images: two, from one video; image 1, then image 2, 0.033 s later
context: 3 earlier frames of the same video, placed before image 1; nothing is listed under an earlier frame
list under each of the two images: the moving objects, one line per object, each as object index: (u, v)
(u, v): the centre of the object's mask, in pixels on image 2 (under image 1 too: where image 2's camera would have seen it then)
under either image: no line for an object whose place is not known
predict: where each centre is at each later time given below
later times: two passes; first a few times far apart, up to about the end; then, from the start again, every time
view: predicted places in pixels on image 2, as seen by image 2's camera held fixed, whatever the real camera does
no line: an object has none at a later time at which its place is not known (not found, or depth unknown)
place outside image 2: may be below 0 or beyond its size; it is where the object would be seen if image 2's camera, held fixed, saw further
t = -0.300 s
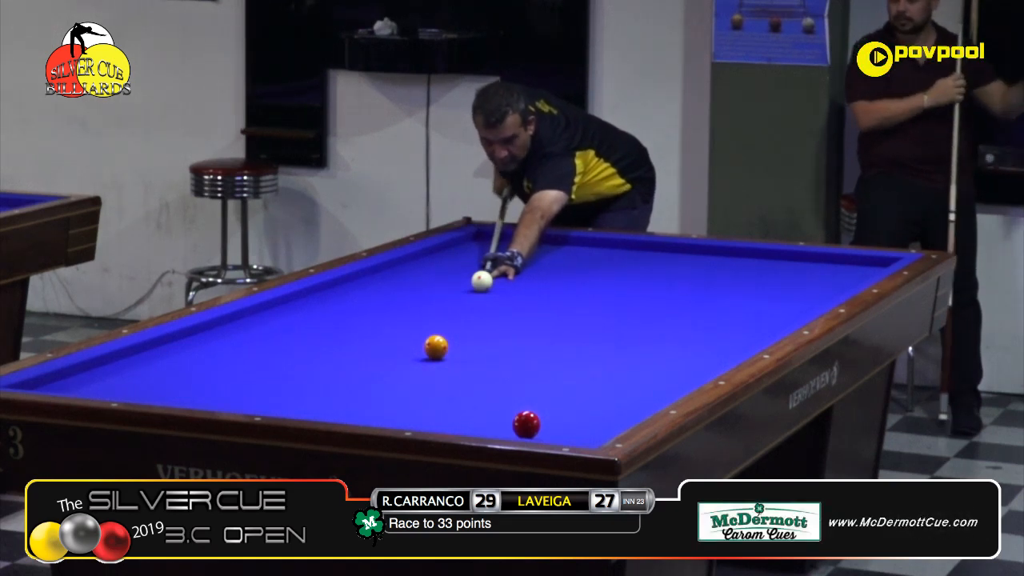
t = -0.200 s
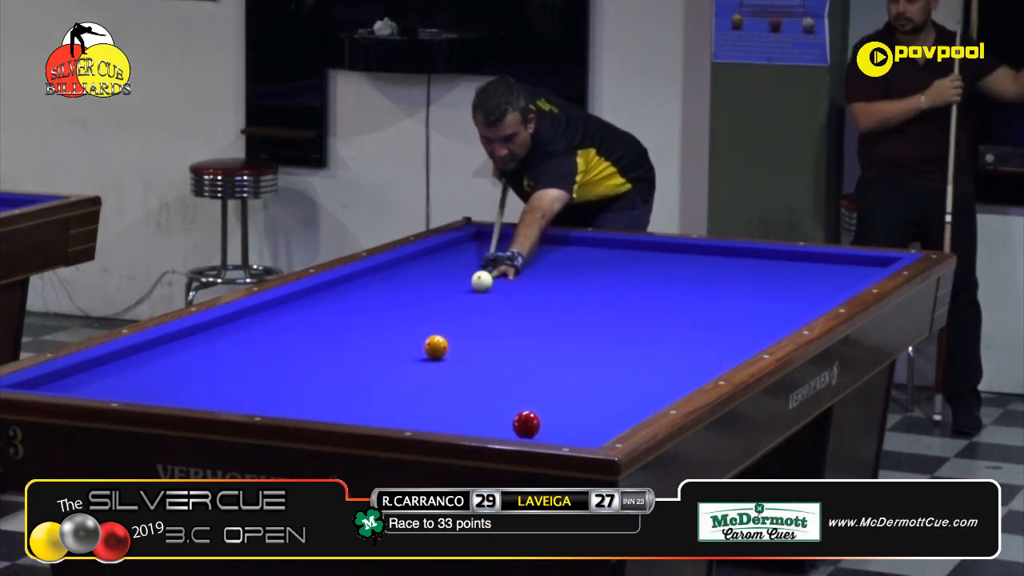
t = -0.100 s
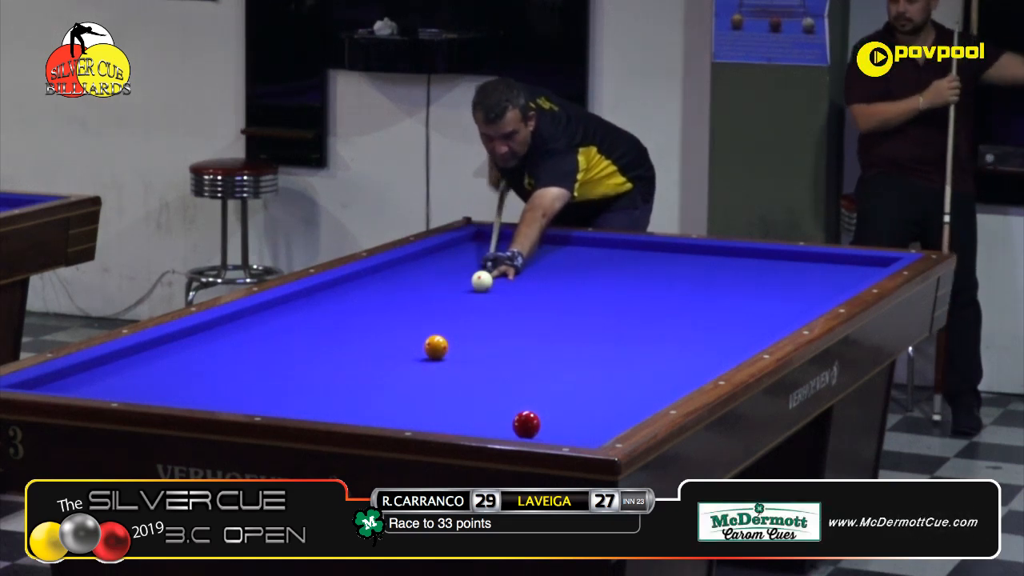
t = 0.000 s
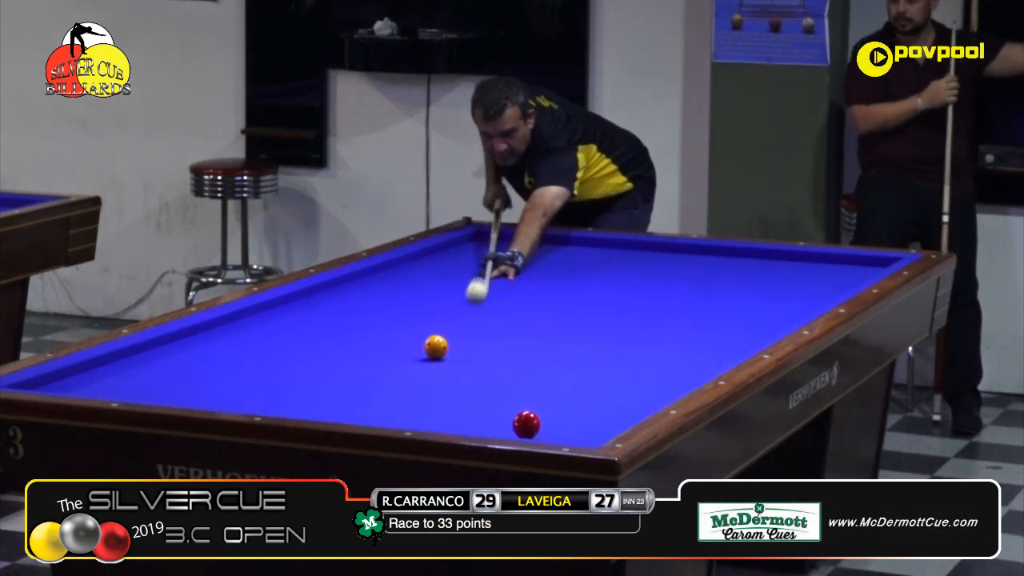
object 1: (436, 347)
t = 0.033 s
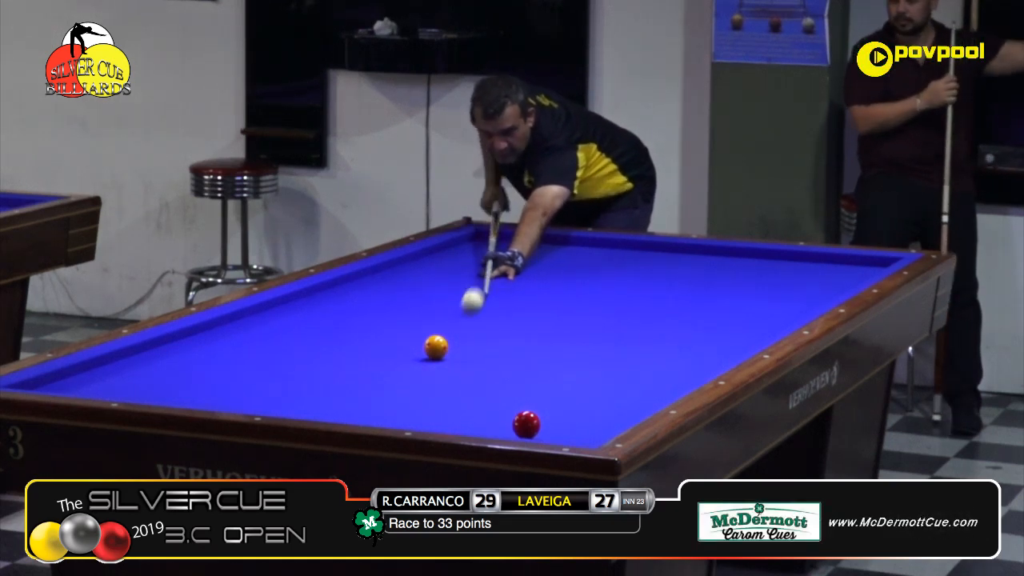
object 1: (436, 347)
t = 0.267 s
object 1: (341, 364)
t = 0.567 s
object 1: (141, 387)
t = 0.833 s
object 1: (174, 352)
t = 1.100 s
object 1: (213, 326)
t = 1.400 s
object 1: (301, 307)
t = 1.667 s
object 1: (373, 292)
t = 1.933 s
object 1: (439, 278)
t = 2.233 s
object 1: (507, 264)
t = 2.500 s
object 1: (563, 253)
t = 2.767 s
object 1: (615, 241)
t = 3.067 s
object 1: (635, 252)
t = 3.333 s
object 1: (653, 261)
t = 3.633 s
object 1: (675, 272)
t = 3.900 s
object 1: (694, 282)
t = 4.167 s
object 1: (714, 292)
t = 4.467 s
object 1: (737, 304)
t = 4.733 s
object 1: (758, 314)
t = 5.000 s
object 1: (778, 322)
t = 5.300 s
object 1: (745, 331)
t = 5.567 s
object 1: (714, 336)
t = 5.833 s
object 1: (683, 342)
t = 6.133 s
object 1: (648, 347)
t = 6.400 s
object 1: (617, 353)
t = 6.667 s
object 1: (587, 357)
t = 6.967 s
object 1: (553, 363)
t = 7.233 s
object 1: (524, 368)
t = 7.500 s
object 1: (495, 372)
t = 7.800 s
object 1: (463, 377)
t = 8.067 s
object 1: (435, 382)
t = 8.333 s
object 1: (409, 387)
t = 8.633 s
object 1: (379, 392)
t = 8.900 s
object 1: (354, 396)
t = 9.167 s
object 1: (329, 400)
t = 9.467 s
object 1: (303, 403)
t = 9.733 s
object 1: (280, 405)
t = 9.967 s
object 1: (262, 406)
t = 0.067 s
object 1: (436, 347)
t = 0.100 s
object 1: (436, 347)
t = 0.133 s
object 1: (436, 347)
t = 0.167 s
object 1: (434, 347)
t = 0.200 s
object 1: (405, 351)
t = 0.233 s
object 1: (372, 357)
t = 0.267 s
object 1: (341, 364)
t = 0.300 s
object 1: (308, 369)
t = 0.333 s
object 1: (275, 376)
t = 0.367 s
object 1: (242, 381)
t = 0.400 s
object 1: (210, 387)
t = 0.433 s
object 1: (179, 391)
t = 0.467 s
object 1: (148, 393)
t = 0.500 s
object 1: (130, 393)
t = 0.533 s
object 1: (136, 390)
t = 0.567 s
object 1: (141, 387)
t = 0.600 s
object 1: (147, 382)
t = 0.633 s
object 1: (152, 377)
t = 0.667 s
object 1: (157, 372)
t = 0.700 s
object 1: (161, 368)
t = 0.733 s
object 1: (165, 364)
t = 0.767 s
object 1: (168, 359)
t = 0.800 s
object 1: (171, 355)
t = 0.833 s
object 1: (174, 352)
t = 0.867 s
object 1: (177, 348)
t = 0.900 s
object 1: (180, 344)
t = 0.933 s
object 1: (183, 341)
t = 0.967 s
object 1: (186, 338)
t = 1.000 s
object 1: (189, 334)
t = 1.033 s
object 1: (192, 331)
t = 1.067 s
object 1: (202, 328)
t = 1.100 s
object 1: (213, 326)
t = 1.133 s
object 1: (224, 324)
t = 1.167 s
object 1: (234, 322)
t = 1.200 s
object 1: (244, 320)
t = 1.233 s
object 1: (254, 317)
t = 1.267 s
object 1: (263, 315)
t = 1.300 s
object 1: (273, 313)
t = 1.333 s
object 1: (283, 311)
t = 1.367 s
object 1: (292, 309)
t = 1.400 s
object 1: (301, 307)
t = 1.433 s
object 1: (311, 306)
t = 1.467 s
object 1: (320, 304)
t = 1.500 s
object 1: (329, 302)
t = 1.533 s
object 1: (338, 300)
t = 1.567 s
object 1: (347, 298)
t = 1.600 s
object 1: (356, 296)
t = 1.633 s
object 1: (365, 294)
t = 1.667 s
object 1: (373, 292)
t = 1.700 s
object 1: (382, 291)
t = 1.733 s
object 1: (390, 289)
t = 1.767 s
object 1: (399, 287)
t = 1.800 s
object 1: (407, 285)
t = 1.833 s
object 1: (415, 284)
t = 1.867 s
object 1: (423, 282)
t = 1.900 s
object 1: (431, 280)
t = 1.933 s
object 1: (439, 278)
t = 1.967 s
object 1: (447, 277)
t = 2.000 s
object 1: (455, 275)
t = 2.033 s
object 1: (462, 274)
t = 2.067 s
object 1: (470, 272)
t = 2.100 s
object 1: (478, 271)
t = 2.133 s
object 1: (485, 269)
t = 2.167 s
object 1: (493, 267)
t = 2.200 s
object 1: (500, 266)
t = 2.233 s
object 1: (507, 264)
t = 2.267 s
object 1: (514, 263)
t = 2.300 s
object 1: (522, 261)
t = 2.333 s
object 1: (529, 260)
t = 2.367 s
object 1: (536, 258)
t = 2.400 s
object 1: (543, 256)
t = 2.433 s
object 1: (550, 255)
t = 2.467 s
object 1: (557, 254)
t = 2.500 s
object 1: (563, 253)
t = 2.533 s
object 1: (570, 251)
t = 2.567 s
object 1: (577, 249)
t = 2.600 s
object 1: (583, 248)
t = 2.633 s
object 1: (589, 247)
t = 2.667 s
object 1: (596, 246)
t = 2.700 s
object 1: (603, 244)
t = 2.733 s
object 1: (609, 243)
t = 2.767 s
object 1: (615, 241)
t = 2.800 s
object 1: (619, 242)
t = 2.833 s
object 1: (621, 243)
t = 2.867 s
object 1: (622, 245)
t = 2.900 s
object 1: (624, 246)
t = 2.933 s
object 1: (626, 247)
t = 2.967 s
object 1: (628, 249)
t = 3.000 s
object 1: (630, 250)
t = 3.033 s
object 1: (633, 251)
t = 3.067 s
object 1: (635, 252)
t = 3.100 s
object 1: (637, 253)
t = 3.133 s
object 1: (639, 254)
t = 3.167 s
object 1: (642, 256)
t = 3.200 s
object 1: (644, 257)
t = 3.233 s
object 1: (646, 258)
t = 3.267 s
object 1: (649, 259)
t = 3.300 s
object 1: (651, 260)
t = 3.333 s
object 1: (653, 261)
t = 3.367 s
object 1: (656, 263)
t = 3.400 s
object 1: (658, 264)
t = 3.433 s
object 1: (660, 265)
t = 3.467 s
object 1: (663, 266)
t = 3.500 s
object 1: (665, 267)
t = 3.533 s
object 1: (667, 269)
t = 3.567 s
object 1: (670, 270)
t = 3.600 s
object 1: (672, 271)
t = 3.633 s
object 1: (675, 272)
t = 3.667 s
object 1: (677, 274)
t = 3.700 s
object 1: (679, 275)
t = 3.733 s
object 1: (682, 276)
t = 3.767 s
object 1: (684, 277)
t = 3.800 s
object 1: (687, 278)
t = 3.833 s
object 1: (689, 280)
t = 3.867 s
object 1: (692, 281)
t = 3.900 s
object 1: (694, 282)
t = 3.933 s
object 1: (696, 283)
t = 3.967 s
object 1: (699, 285)
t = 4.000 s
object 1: (701, 286)
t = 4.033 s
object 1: (704, 287)
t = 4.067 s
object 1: (706, 288)
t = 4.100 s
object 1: (709, 289)
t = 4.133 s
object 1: (712, 291)
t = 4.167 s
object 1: (714, 292)
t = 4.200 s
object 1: (716, 293)
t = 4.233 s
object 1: (719, 295)
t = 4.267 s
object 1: (722, 296)
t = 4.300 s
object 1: (724, 297)
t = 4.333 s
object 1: (726, 298)
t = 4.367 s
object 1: (729, 300)
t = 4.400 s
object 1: (732, 301)
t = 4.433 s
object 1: (734, 302)
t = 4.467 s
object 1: (737, 304)
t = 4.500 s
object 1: (740, 305)
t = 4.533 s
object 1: (742, 306)
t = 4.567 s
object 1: (745, 308)
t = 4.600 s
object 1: (747, 309)
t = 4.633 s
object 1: (750, 310)
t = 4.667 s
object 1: (753, 312)
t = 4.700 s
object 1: (755, 313)
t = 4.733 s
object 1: (758, 314)
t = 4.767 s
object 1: (760, 315)
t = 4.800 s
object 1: (763, 317)
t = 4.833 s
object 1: (766, 318)
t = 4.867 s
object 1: (768, 319)
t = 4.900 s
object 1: (771, 321)
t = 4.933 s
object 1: (773, 322)
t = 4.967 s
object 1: (776, 322)
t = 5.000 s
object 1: (778, 322)
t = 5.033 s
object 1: (776, 323)
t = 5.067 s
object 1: (772, 324)
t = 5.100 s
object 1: (768, 326)
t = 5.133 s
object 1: (764, 327)
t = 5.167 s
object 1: (761, 328)
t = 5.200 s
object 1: (757, 329)
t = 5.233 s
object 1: (753, 330)
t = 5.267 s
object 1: (749, 331)
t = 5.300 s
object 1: (745, 331)
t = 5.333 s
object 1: (741, 332)
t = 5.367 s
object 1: (738, 333)
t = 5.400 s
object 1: (733, 333)
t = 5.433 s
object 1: (730, 334)
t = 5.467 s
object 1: (726, 334)
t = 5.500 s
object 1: (722, 335)
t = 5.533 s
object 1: (718, 336)
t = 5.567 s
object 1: (714, 336)
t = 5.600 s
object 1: (710, 337)
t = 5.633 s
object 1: (706, 338)
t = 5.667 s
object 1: (702, 338)
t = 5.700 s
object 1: (698, 339)
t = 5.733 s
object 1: (694, 340)
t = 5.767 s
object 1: (691, 340)
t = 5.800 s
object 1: (687, 341)
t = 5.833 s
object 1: (683, 342)
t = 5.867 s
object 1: (679, 342)
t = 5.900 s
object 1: (675, 343)
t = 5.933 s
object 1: (671, 344)
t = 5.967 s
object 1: (668, 344)
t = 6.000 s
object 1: (664, 345)
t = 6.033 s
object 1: (660, 346)
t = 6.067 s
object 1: (656, 346)
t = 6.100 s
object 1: (652, 347)
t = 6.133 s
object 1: (648, 347)
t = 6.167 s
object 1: (644, 348)
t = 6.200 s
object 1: (641, 349)
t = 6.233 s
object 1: (637, 349)
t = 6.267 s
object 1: (633, 350)
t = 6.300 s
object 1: (629, 351)
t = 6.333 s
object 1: (625, 351)
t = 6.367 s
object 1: (621, 352)
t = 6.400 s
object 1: (617, 353)
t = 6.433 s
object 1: (614, 353)
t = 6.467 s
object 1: (610, 354)
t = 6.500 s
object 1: (606, 354)
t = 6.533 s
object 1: (602, 355)
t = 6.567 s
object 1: (598, 356)
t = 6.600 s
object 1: (595, 356)
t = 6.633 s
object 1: (591, 357)
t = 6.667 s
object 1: (587, 357)
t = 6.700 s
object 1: (583, 358)
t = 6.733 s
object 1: (579, 359)
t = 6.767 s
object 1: (576, 359)
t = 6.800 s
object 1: (572, 360)
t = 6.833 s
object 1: (568, 361)
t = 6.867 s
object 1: (564, 361)
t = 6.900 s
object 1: (560, 362)
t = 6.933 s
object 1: (557, 362)
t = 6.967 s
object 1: (553, 363)
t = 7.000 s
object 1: (549, 363)
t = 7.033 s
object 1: (546, 364)
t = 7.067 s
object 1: (542, 365)
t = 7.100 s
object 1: (538, 365)
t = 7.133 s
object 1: (535, 366)
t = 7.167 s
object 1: (531, 366)
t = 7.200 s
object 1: (527, 367)
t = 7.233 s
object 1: (524, 368)
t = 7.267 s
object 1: (520, 368)
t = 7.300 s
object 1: (516, 369)
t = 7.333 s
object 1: (513, 369)
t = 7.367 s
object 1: (509, 370)
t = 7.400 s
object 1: (506, 370)
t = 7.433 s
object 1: (502, 371)
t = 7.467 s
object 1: (498, 371)
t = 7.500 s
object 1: (495, 372)
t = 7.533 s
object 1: (491, 373)
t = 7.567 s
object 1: (488, 373)
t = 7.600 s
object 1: (484, 374)
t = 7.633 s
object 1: (480, 374)
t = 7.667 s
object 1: (477, 375)
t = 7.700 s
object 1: (474, 376)
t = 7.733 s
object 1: (470, 376)
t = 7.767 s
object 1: (467, 377)
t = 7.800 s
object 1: (463, 377)
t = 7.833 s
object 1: (460, 378)
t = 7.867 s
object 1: (456, 379)
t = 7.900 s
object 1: (452, 379)
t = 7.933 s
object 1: (449, 380)
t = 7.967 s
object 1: (446, 380)
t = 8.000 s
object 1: (442, 381)
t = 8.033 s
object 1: (439, 382)
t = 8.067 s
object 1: (435, 382)
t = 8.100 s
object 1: (432, 383)
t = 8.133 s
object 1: (429, 383)
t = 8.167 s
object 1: (425, 384)
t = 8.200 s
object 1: (422, 384)
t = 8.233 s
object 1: (419, 385)
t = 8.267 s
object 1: (416, 385)
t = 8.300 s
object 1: (412, 386)
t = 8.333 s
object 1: (409, 387)
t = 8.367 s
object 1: (405, 387)
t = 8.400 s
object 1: (402, 388)
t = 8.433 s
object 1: (399, 388)
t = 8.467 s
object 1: (396, 389)
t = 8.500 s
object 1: (392, 389)
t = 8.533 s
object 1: (389, 390)
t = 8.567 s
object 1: (386, 390)
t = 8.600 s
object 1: (383, 391)
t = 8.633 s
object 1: (379, 392)
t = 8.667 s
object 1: (376, 392)
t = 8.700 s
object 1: (373, 393)
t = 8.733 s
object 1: (370, 393)
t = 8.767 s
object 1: (367, 394)
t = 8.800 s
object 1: (363, 394)
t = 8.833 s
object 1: (360, 395)
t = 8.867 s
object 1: (357, 395)
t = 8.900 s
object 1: (354, 396)
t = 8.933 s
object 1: (351, 396)
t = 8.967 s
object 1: (348, 397)
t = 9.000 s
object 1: (345, 397)
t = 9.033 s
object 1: (342, 398)
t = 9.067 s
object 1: (338, 398)
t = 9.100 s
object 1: (335, 399)
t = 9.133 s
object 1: (333, 399)
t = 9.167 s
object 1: (329, 400)
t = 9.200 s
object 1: (327, 400)
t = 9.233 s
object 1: (323, 401)
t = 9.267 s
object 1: (320, 401)
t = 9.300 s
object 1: (317, 402)
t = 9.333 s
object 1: (315, 402)
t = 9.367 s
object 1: (312, 402)
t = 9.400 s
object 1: (309, 403)
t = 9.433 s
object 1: (306, 403)
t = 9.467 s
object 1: (303, 403)
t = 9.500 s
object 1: (300, 404)
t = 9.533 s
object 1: (297, 404)
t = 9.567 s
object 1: (294, 404)
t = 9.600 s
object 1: (291, 404)
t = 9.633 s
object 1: (289, 405)
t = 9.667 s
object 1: (286, 405)
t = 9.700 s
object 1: (283, 405)
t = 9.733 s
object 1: (280, 405)
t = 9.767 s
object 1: (277, 405)
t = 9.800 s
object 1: (275, 405)
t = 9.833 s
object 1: (272, 405)
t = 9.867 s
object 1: (269, 405)
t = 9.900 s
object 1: (267, 405)
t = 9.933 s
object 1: (264, 406)
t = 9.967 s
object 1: (262, 406)
